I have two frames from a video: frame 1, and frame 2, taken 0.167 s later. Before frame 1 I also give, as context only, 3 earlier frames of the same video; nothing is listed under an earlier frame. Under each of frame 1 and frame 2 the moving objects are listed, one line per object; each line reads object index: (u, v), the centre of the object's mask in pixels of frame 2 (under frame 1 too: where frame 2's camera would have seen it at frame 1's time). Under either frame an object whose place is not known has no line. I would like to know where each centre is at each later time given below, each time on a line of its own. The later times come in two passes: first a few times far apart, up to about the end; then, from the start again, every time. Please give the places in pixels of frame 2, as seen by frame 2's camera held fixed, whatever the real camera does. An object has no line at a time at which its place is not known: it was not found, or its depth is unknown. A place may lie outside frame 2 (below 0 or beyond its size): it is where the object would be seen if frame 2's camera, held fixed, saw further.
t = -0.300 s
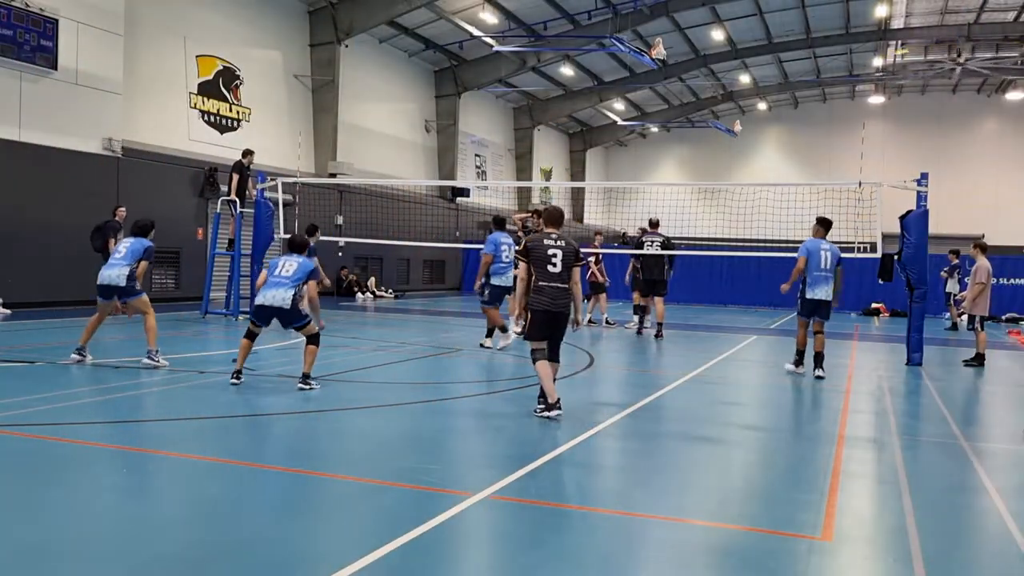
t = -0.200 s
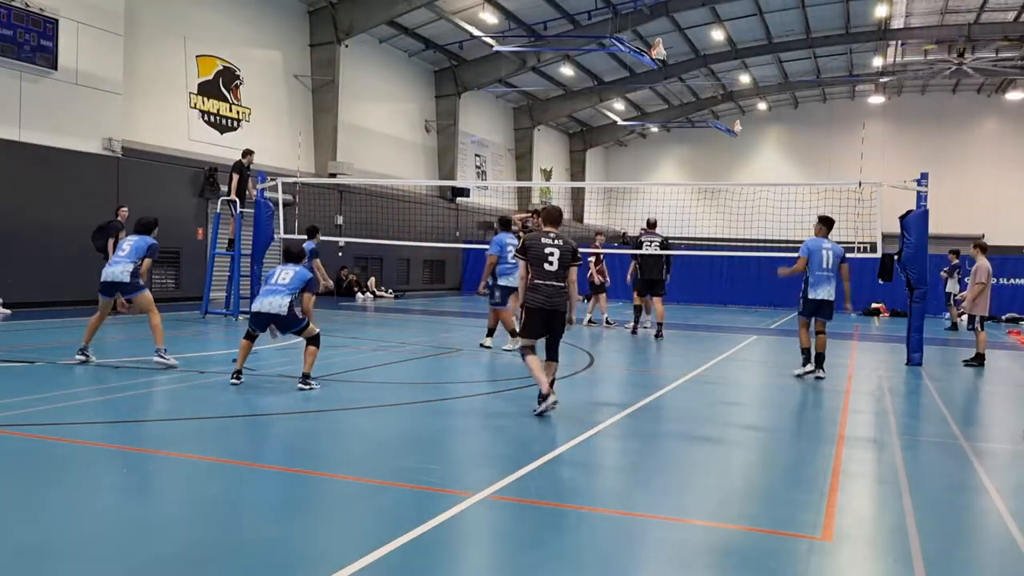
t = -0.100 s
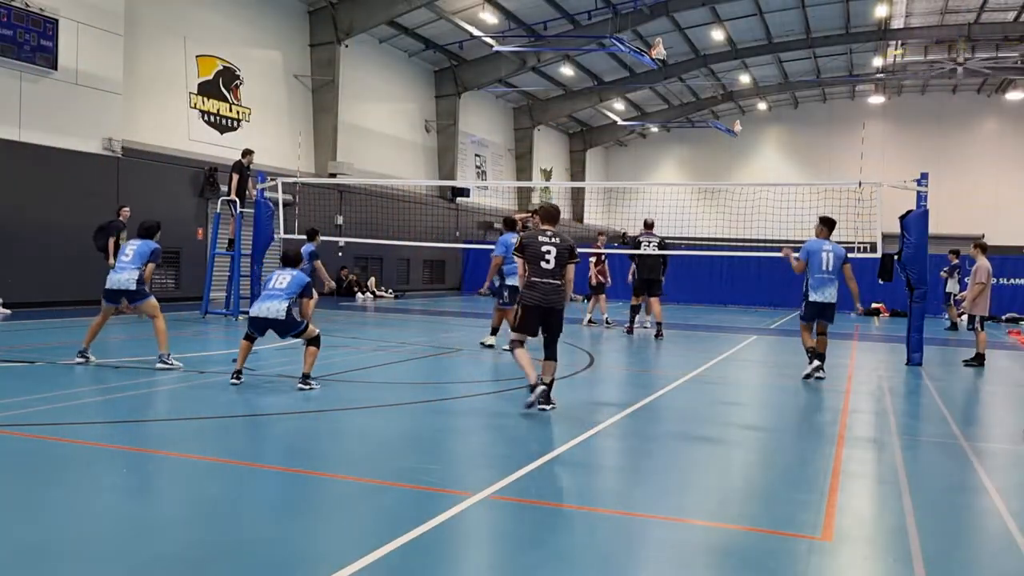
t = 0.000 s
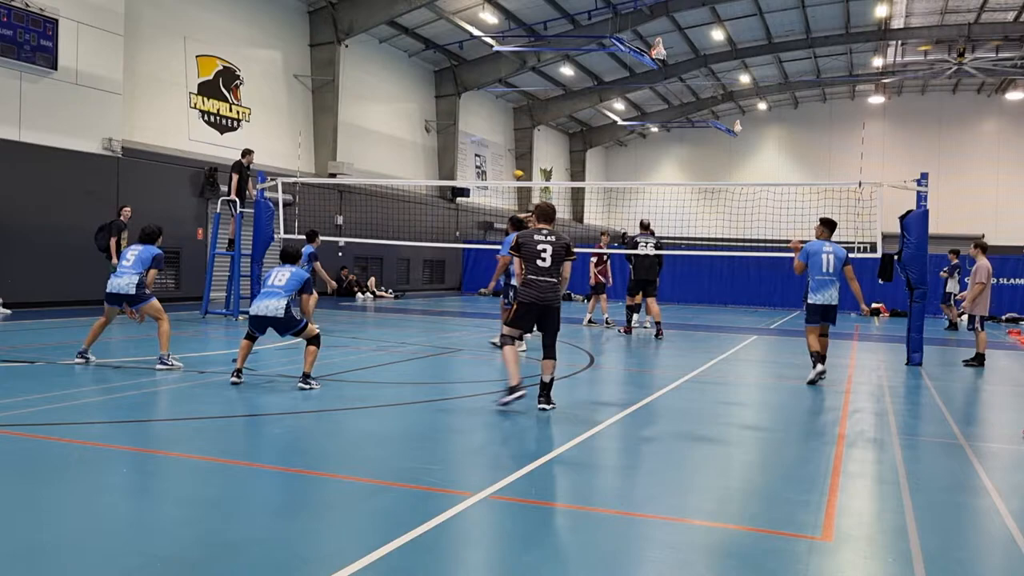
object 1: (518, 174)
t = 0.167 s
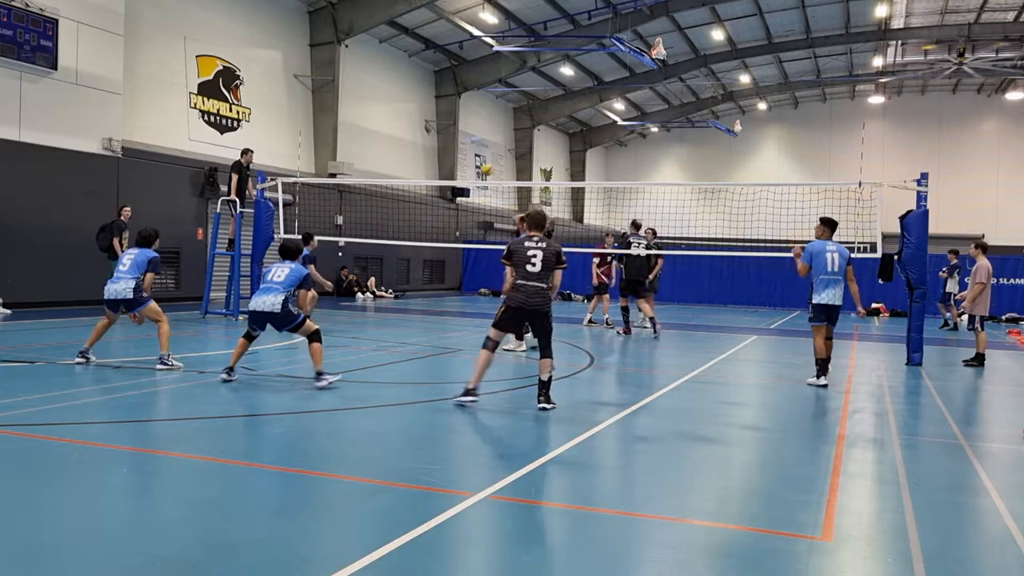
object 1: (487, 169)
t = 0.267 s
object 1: (465, 177)
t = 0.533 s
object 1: (427, 160)
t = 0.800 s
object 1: (374, 202)
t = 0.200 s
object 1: (480, 173)
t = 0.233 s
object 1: (472, 174)
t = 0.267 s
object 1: (465, 177)
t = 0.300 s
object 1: (458, 176)
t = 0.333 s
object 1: (454, 171)
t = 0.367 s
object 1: (450, 167)
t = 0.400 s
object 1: (446, 164)
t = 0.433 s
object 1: (441, 161)
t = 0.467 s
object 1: (437, 161)
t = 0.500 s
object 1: (432, 160)
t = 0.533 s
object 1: (427, 160)
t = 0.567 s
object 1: (422, 161)
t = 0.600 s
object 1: (415, 164)
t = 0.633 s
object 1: (410, 167)
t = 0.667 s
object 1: (403, 172)
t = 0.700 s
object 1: (396, 177)
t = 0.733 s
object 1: (389, 184)
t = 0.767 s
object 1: (381, 194)
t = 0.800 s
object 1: (374, 202)
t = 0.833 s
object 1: (366, 213)
